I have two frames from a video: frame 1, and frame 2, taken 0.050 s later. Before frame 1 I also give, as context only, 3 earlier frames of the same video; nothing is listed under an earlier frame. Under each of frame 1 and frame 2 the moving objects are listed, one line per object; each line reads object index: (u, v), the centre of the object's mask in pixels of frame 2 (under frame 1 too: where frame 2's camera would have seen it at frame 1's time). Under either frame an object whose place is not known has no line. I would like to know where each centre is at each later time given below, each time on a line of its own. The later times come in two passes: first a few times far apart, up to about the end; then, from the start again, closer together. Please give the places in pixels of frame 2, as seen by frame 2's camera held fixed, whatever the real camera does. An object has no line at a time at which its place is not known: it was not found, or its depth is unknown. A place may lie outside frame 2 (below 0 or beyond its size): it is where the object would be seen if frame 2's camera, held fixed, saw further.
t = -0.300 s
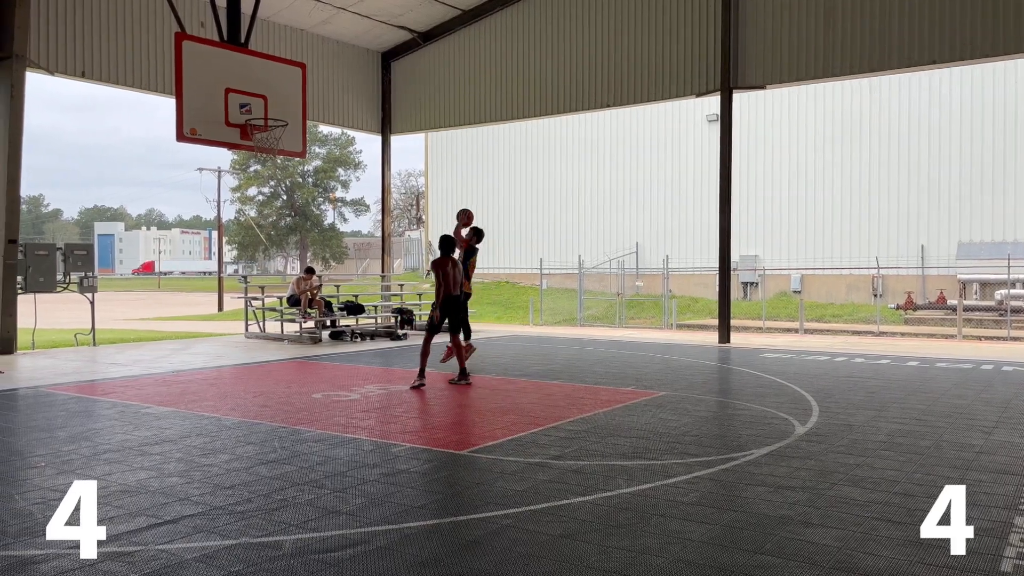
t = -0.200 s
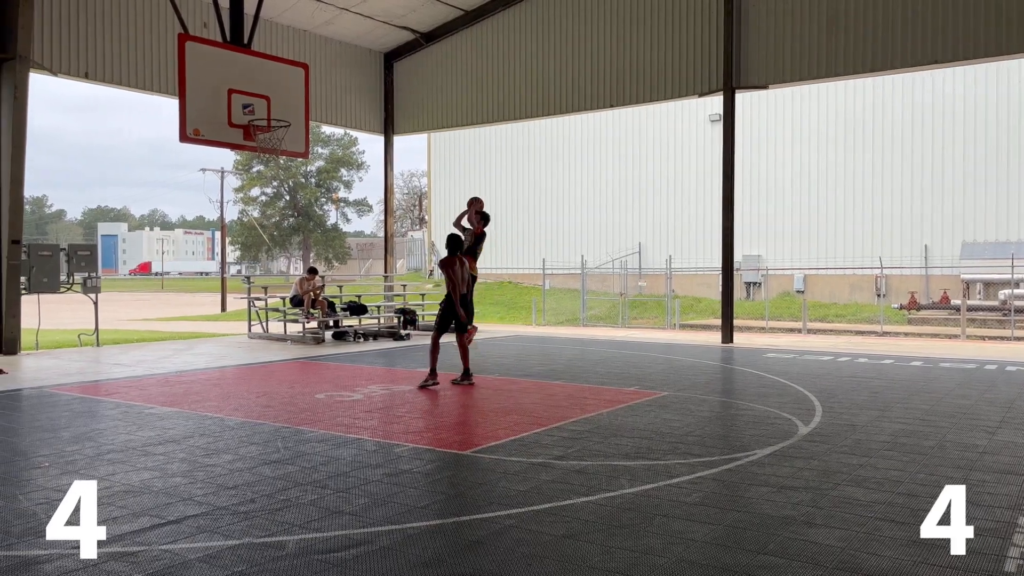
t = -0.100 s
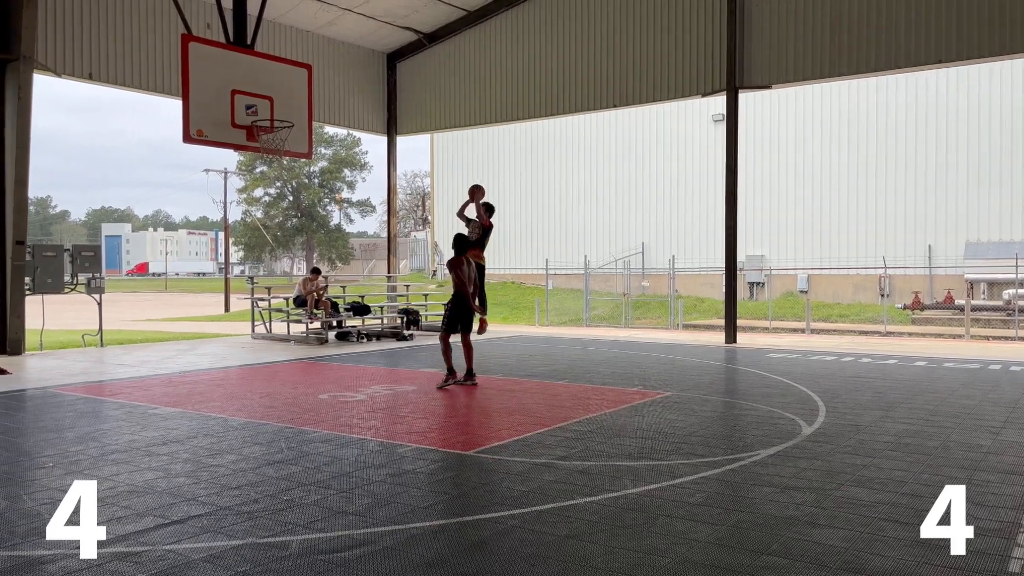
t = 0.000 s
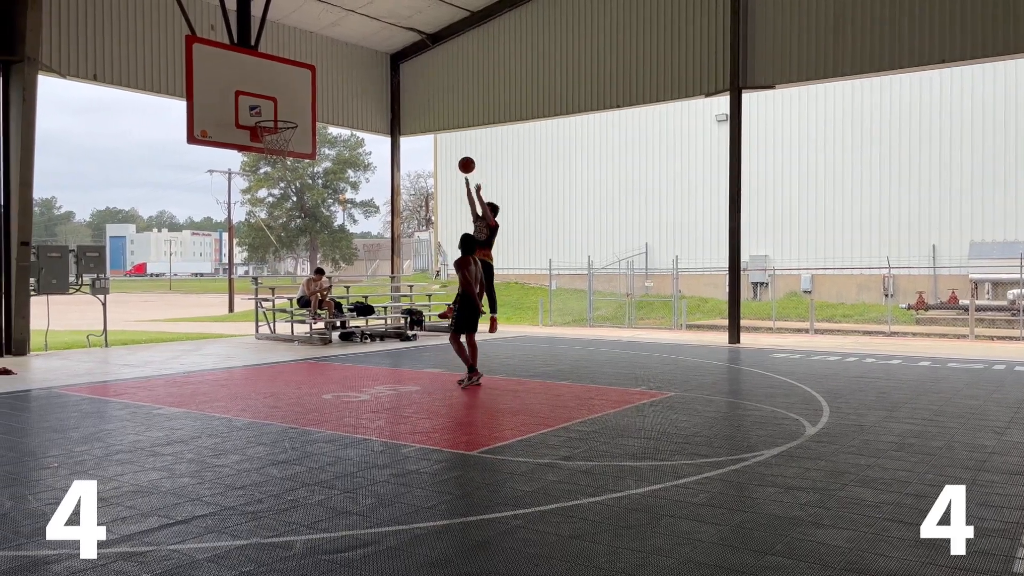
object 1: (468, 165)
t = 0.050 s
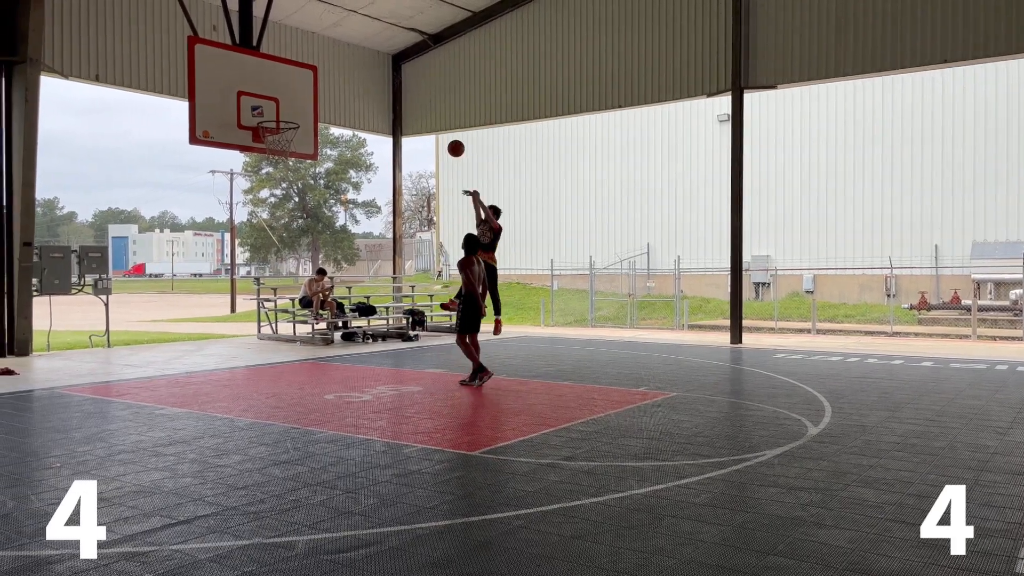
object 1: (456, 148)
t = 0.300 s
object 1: (391, 87)
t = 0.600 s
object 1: (304, 73)
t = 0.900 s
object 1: (255, 111)
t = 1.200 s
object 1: (232, 84)
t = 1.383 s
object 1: (217, 106)
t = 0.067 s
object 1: (452, 143)
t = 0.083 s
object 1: (447, 138)
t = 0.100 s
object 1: (443, 133)
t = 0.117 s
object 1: (439, 128)
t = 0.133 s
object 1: (435, 123)
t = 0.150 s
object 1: (430, 119)
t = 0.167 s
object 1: (426, 114)
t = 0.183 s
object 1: (421, 110)
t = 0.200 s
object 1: (417, 106)
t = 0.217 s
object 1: (413, 103)
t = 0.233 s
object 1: (409, 99)
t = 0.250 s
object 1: (404, 96)
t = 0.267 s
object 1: (399, 93)
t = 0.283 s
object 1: (395, 90)
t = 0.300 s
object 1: (391, 87)
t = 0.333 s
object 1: (381, 82)
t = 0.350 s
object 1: (376, 80)
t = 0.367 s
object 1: (372, 78)
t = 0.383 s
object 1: (367, 76)
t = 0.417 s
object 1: (358, 73)
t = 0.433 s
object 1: (353, 72)
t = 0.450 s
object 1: (349, 71)
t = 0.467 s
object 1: (344, 70)
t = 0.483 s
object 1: (339, 70)
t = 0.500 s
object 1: (334, 70)
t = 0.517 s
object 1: (329, 70)
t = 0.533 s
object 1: (325, 70)
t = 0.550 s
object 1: (320, 70)
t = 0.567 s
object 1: (315, 71)
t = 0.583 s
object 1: (310, 72)
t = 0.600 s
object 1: (304, 73)
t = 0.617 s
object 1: (300, 74)
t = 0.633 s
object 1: (295, 75)
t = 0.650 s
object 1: (290, 77)
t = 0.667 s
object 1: (285, 79)
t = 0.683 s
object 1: (280, 81)
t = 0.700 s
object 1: (274, 84)
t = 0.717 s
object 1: (269, 86)
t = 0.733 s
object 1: (265, 89)
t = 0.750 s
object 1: (264, 90)
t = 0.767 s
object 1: (263, 92)
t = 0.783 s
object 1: (262, 94)
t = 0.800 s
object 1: (261, 97)
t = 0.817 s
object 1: (259, 100)
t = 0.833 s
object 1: (258, 103)
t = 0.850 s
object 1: (258, 106)
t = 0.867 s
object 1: (257, 110)
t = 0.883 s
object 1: (256, 113)
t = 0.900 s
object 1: (255, 111)
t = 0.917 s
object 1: (254, 108)
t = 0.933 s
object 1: (253, 105)
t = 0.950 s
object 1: (251, 102)
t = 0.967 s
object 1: (250, 99)
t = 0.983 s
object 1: (248, 96)
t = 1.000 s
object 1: (247, 94)
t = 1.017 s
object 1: (246, 92)
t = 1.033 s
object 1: (245, 90)
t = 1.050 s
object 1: (244, 88)
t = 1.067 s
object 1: (243, 87)
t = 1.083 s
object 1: (241, 86)
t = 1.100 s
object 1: (240, 85)
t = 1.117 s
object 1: (239, 84)
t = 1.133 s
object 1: (237, 83)
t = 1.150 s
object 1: (236, 83)
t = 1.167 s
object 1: (235, 83)
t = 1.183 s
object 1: (234, 83)
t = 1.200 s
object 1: (232, 84)
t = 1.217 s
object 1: (231, 84)
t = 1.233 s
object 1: (229, 85)
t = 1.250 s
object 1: (228, 86)
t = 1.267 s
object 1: (227, 88)
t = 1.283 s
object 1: (225, 90)
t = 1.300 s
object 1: (224, 92)
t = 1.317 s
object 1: (223, 94)
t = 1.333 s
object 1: (221, 96)
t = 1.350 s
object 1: (220, 99)
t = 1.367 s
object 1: (219, 102)
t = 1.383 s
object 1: (217, 106)
